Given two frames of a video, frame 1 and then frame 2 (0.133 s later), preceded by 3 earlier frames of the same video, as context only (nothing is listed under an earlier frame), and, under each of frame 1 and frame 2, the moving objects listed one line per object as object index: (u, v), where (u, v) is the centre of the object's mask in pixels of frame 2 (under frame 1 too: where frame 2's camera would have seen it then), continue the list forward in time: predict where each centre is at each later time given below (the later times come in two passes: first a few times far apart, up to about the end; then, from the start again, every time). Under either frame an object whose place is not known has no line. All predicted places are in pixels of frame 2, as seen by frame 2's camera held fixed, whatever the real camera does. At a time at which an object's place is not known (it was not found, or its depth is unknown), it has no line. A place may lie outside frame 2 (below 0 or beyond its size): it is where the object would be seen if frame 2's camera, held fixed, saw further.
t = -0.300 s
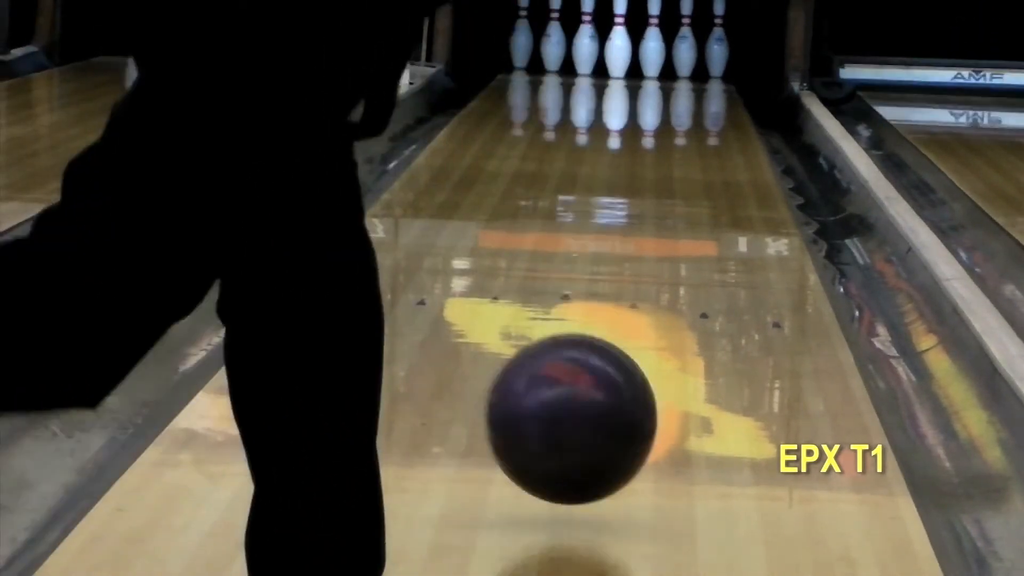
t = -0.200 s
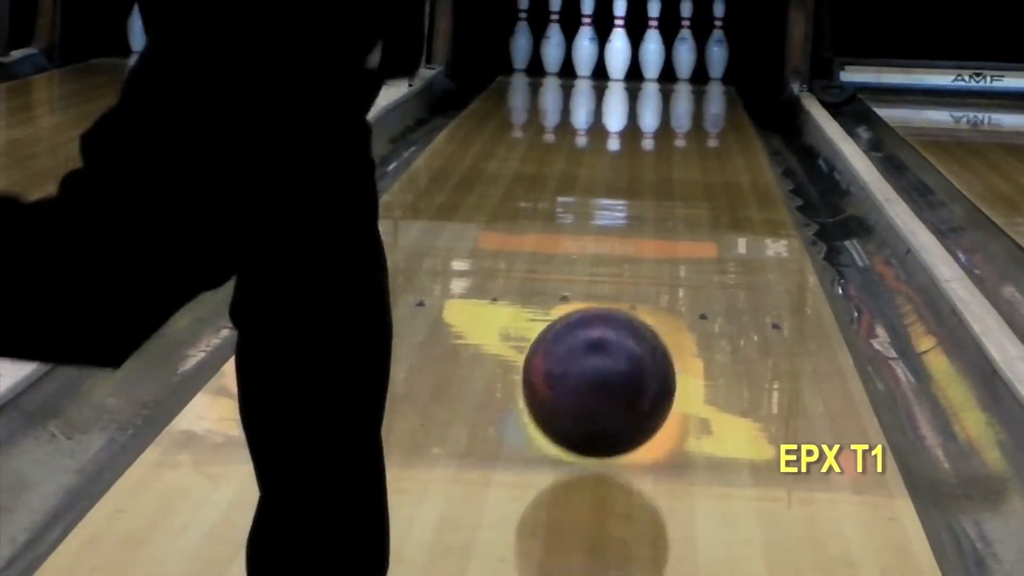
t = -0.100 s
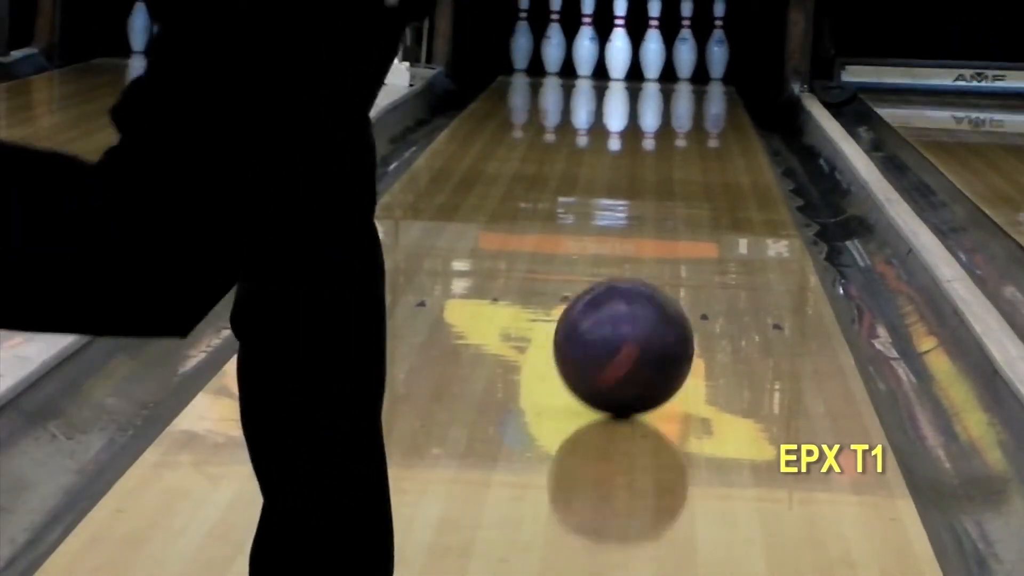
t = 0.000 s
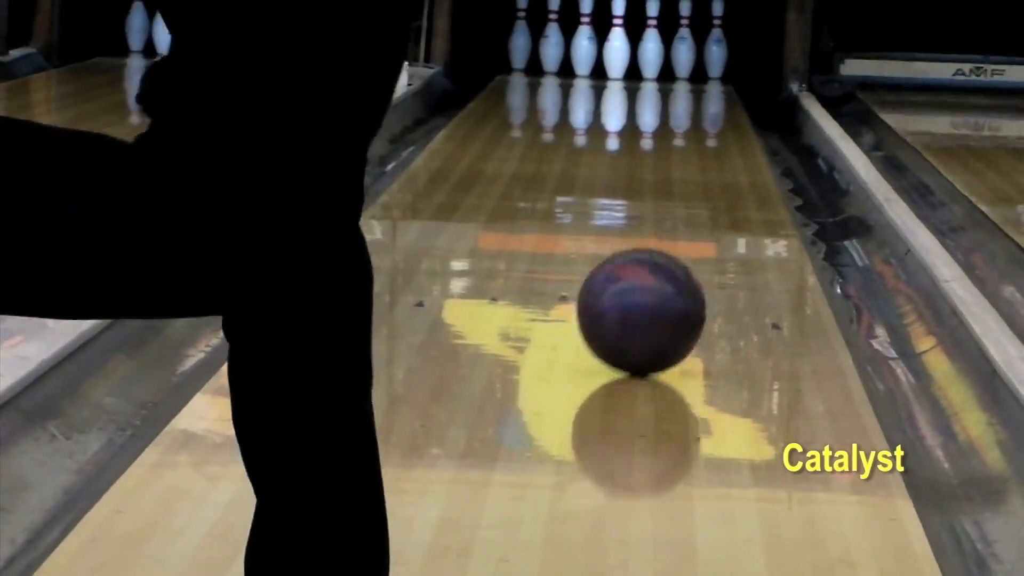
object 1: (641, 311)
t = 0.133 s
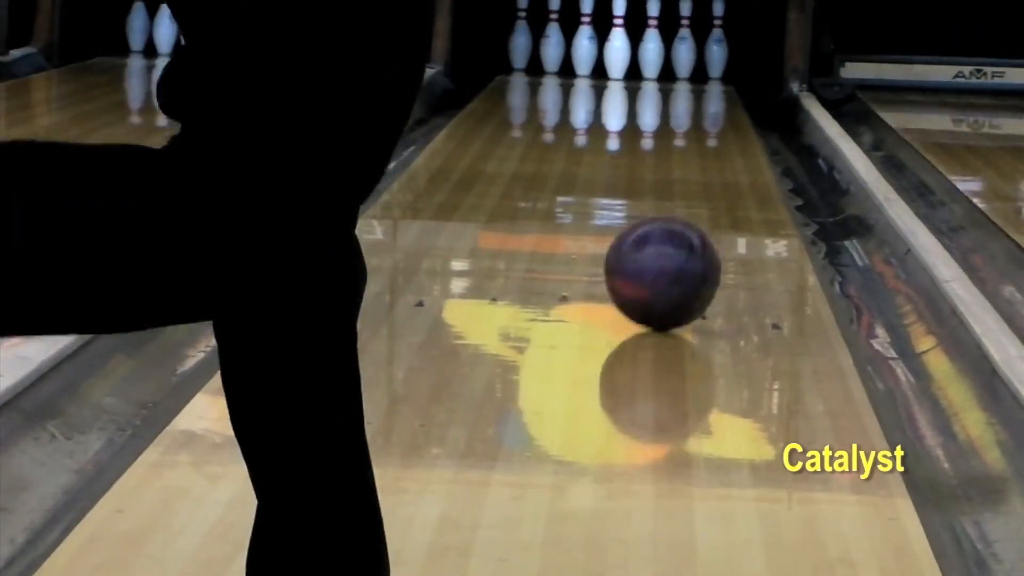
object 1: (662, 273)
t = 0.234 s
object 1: (675, 249)
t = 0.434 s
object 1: (694, 209)
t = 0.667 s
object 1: (708, 173)
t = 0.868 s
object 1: (713, 149)
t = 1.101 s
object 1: (715, 123)
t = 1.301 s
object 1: (711, 107)
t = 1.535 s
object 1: (702, 93)
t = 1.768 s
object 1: (686, 81)
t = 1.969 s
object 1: (668, 71)
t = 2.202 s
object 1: (644, 62)
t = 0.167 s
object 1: (667, 264)
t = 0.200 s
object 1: (671, 256)
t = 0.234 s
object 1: (675, 249)
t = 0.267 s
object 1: (678, 241)
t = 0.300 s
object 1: (682, 234)
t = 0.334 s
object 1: (685, 228)
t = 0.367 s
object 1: (688, 222)
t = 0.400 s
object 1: (691, 215)
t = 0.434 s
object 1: (694, 209)
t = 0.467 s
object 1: (696, 202)
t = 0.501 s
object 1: (699, 197)
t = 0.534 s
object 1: (701, 191)
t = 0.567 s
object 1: (703, 186)
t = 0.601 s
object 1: (704, 182)
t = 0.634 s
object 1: (706, 178)
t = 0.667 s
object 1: (708, 173)
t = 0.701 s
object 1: (709, 169)
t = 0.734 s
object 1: (709, 164)
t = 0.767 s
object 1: (711, 160)
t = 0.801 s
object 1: (712, 156)
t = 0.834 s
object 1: (713, 152)
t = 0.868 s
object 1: (713, 149)
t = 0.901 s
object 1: (714, 145)
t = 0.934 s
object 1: (714, 141)
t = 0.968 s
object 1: (715, 138)
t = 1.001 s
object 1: (715, 134)
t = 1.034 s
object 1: (715, 130)
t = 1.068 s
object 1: (715, 126)
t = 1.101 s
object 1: (715, 123)
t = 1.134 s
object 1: (714, 121)
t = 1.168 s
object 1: (714, 117)
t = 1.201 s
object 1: (713, 115)
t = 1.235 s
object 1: (712, 112)
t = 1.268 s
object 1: (712, 110)
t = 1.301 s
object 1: (711, 107)
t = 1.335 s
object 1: (709, 105)
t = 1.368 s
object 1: (708, 103)
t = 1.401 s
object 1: (707, 101)
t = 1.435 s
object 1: (706, 99)
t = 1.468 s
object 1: (704, 97)
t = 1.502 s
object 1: (703, 95)
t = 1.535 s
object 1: (702, 93)
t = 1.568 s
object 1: (699, 92)
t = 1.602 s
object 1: (697, 90)
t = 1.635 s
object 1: (695, 88)
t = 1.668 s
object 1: (693, 86)
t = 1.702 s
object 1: (690, 85)
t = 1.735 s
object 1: (688, 83)
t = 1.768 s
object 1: (686, 81)
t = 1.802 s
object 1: (683, 80)
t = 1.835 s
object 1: (680, 78)
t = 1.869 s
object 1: (677, 77)
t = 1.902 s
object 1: (673, 75)
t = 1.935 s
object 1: (671, 73)
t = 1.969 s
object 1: (668, 71)
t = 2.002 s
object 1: (665, 70)
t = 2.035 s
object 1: (661, 69)
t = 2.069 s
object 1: (657, 68)
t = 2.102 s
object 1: (654, 66)
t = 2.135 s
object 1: (651, 66)
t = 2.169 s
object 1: (647, 64)
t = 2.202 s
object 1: (644, 62)
